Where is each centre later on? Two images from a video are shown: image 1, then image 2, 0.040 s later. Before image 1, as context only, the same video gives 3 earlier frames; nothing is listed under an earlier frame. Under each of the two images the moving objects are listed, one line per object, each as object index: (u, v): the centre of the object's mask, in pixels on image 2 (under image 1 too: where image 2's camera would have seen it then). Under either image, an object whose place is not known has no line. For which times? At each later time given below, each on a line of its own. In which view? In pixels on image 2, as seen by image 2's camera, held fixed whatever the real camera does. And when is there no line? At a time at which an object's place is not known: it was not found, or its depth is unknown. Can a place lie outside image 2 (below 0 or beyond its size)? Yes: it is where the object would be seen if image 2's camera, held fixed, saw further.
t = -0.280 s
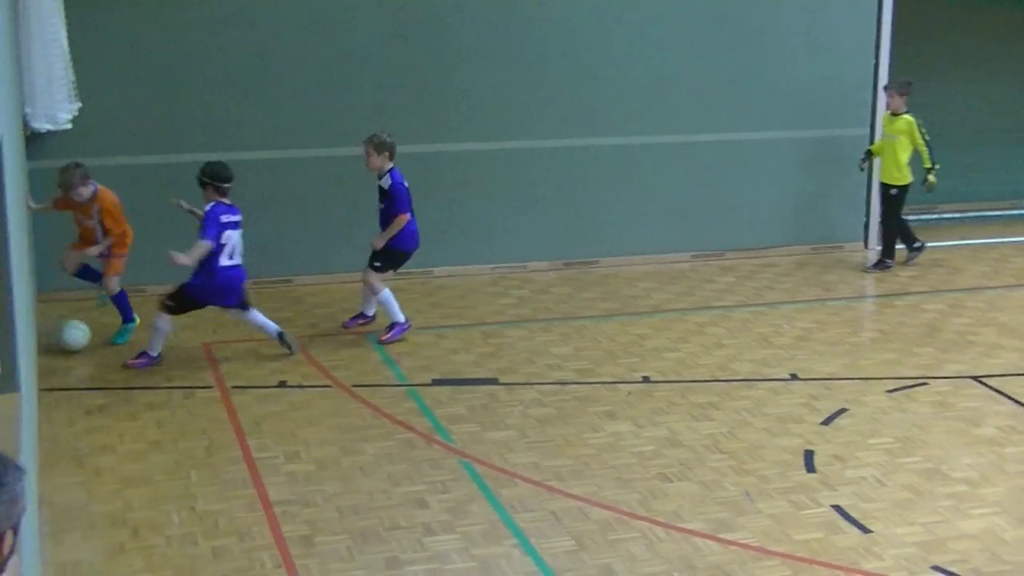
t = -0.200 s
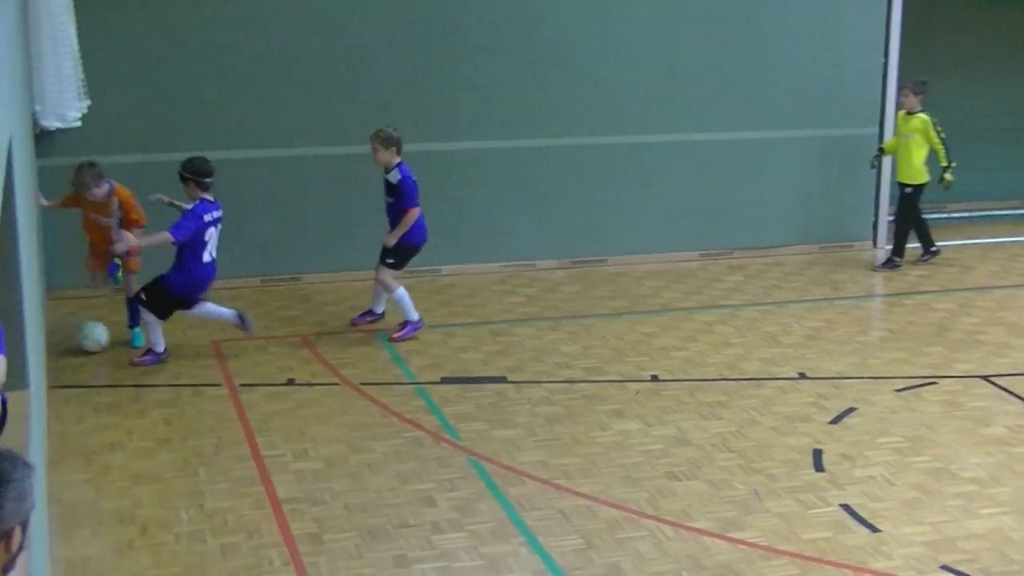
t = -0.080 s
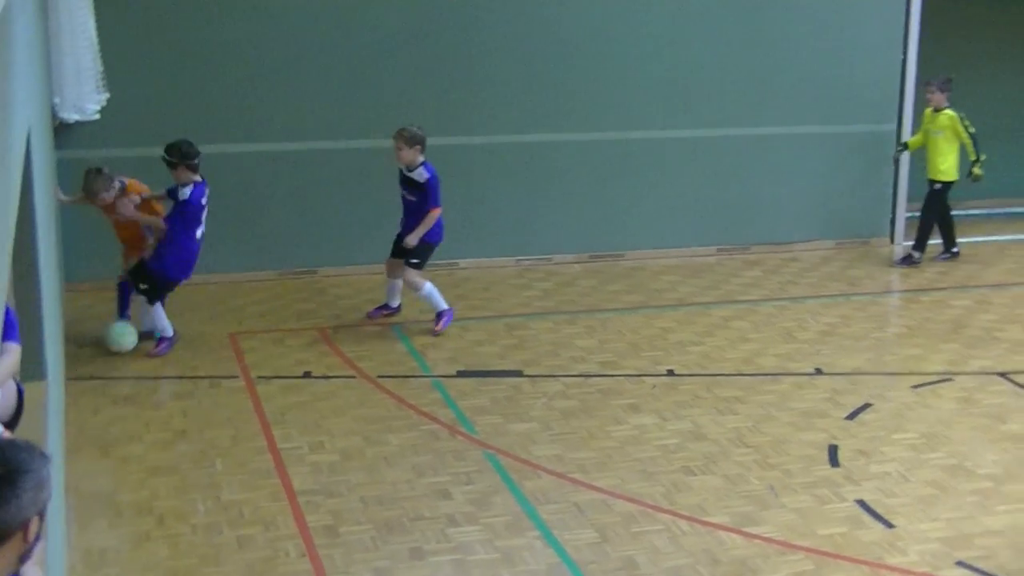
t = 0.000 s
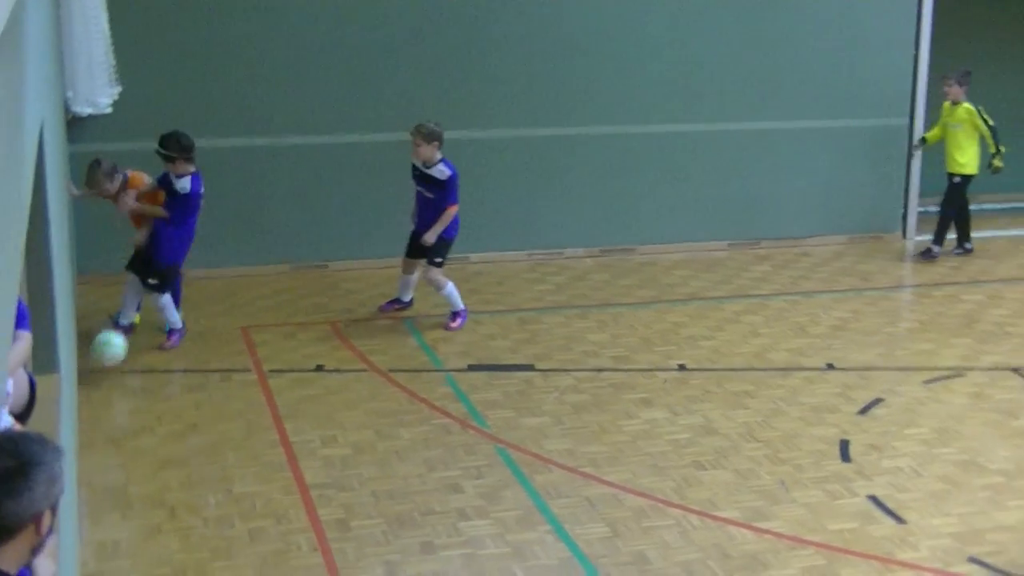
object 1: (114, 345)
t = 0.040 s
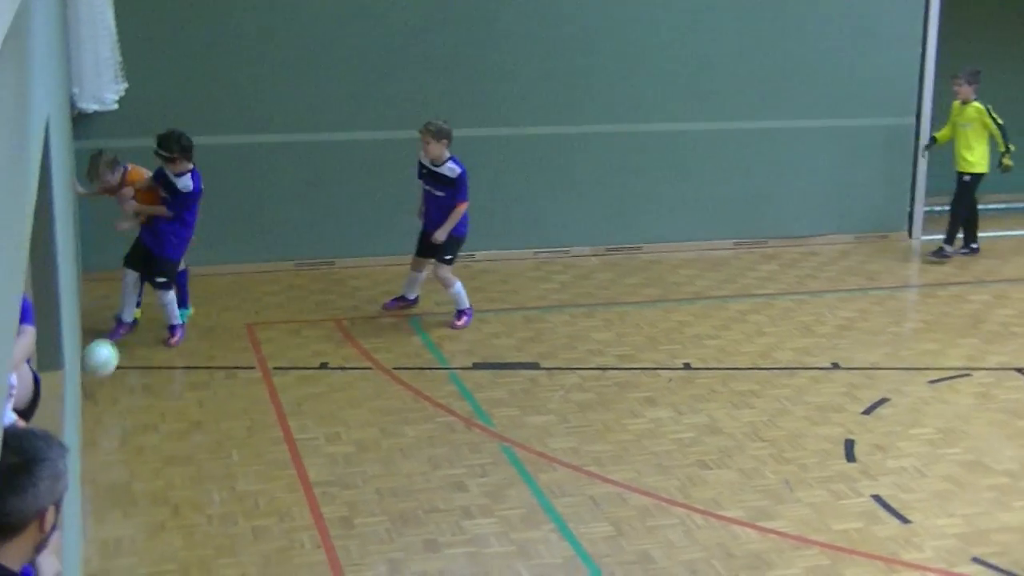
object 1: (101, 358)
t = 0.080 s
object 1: (103, 371)
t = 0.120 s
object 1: (112, 388)
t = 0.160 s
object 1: (122, 409)
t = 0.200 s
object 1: (132, 428)
